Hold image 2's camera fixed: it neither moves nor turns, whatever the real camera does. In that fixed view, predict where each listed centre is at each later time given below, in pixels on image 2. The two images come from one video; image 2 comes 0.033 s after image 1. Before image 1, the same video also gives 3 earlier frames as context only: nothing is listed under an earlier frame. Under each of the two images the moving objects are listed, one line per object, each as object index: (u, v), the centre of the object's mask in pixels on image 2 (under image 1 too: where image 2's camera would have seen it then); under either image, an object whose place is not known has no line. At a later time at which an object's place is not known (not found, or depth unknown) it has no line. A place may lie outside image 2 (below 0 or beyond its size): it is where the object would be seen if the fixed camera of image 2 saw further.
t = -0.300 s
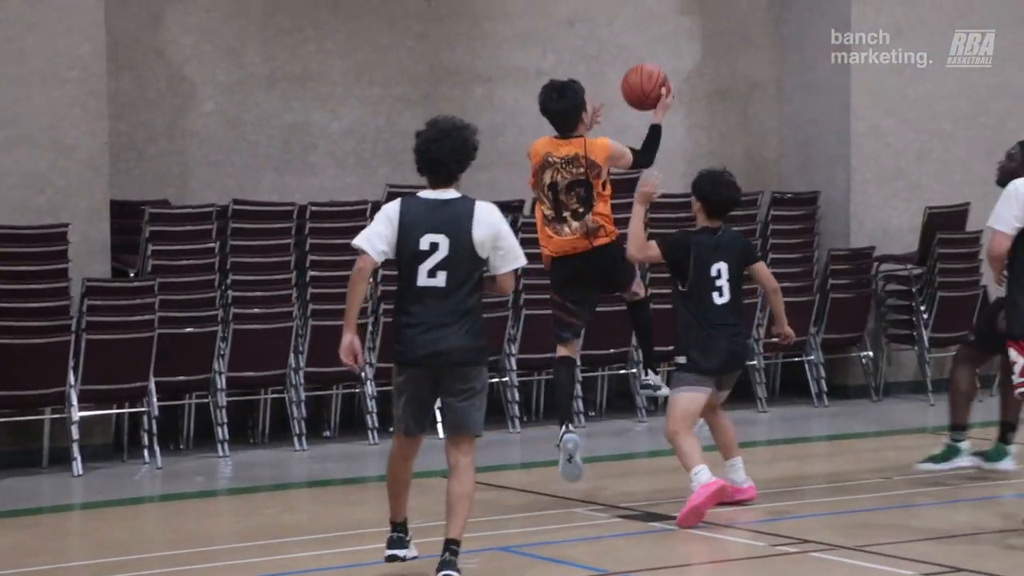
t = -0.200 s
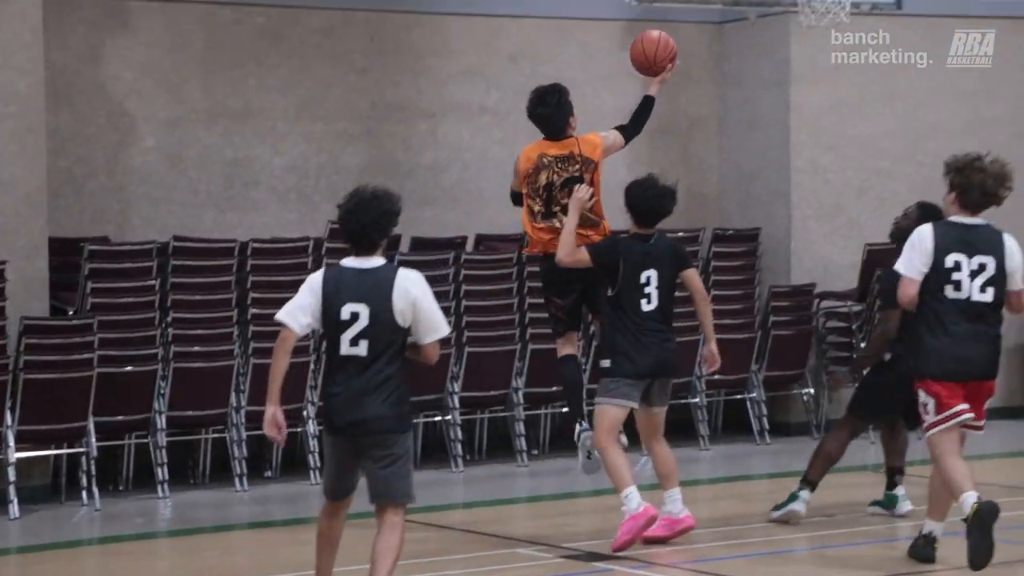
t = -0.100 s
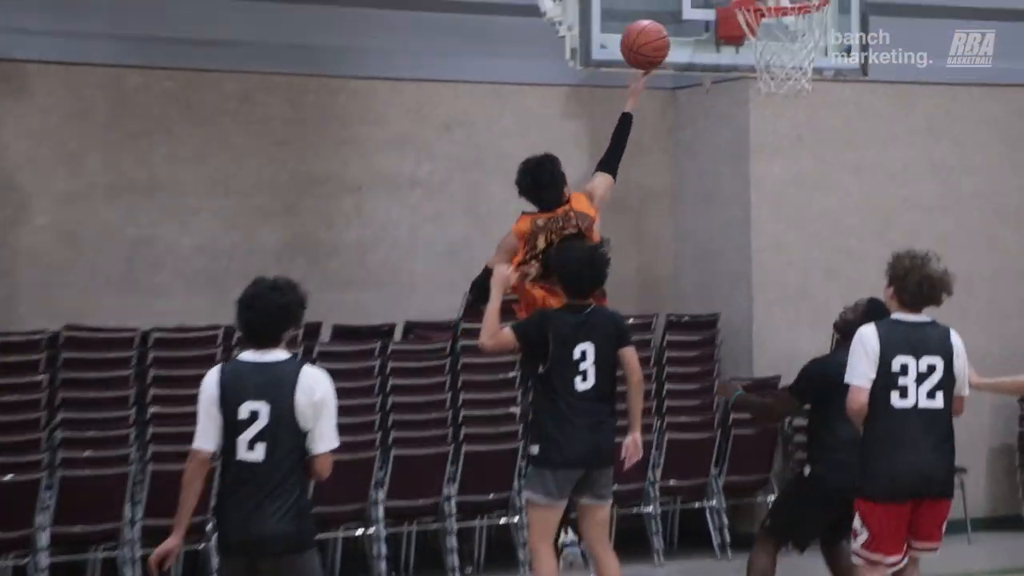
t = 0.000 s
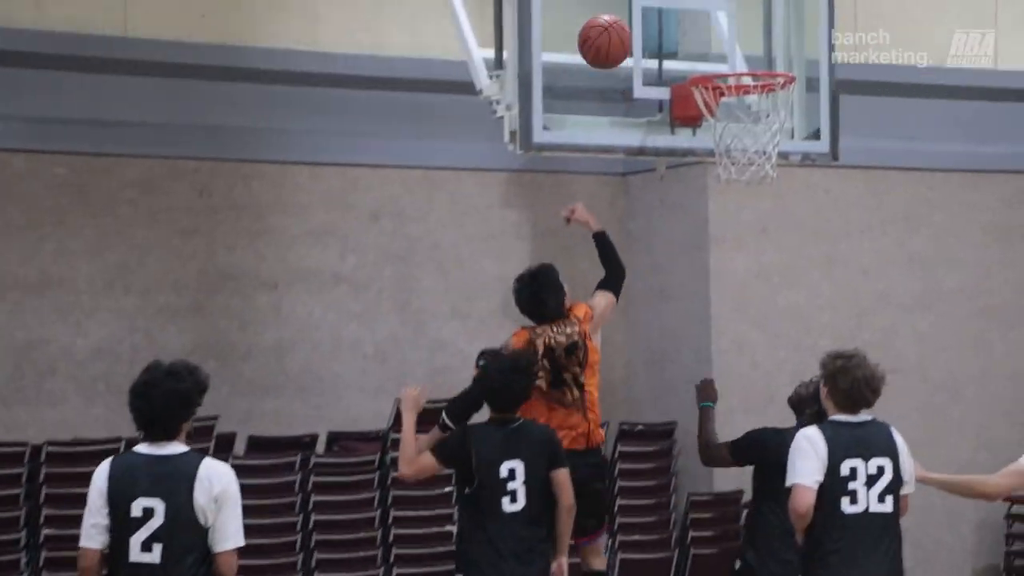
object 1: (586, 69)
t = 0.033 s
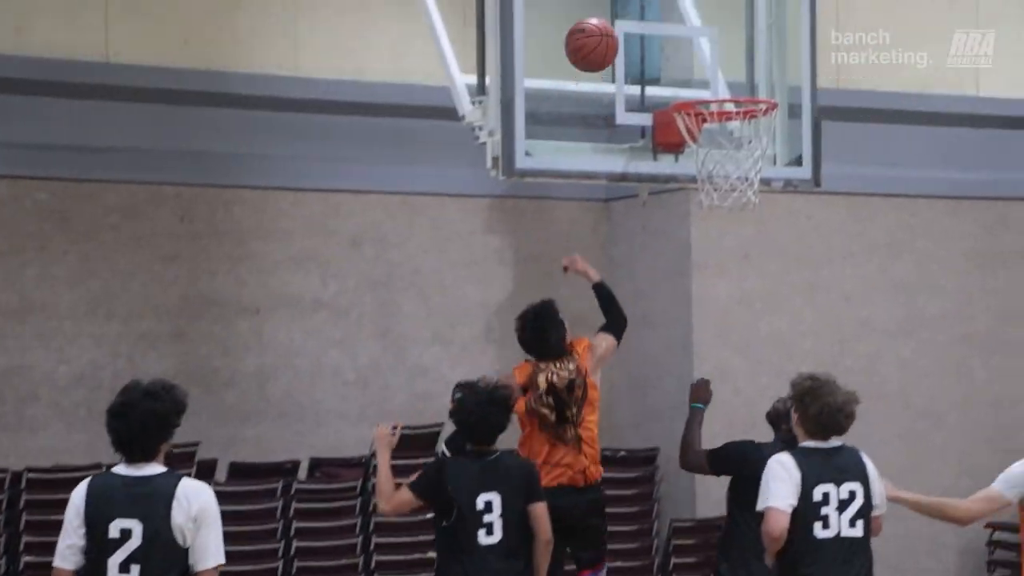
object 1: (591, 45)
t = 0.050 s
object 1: (596, 37)
